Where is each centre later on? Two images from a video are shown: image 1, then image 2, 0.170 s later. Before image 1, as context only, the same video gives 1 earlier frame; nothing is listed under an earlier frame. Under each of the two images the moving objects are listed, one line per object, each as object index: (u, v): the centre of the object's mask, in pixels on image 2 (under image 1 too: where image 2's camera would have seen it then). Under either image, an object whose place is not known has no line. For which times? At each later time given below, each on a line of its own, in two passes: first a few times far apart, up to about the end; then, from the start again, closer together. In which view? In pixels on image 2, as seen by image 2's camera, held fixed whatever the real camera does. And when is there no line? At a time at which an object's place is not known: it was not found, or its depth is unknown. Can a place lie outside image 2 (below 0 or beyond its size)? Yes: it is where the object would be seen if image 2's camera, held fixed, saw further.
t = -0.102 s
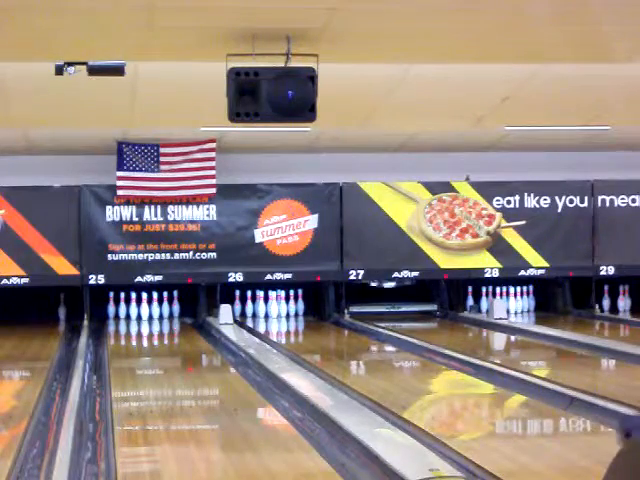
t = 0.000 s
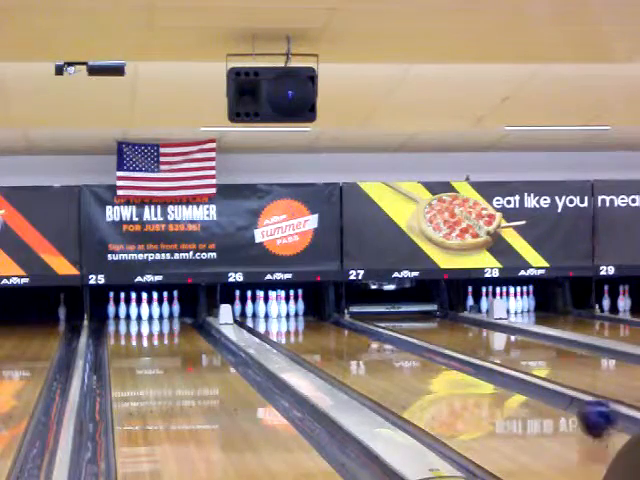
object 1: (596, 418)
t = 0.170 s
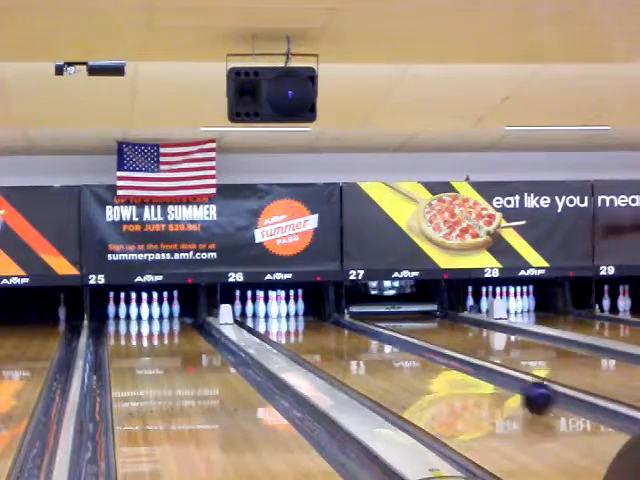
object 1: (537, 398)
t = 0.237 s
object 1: (517, 391)
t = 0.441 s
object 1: (467, 373)
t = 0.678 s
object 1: (421, 360)
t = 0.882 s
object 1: (391, 347)
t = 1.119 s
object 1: (359, 337)
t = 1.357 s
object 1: (334, 328)
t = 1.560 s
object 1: (316, 322)
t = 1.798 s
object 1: (297, 316)
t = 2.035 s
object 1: (282, 312)
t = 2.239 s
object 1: (274, 309)
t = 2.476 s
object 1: (271, 310)
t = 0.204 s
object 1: (527, 394)
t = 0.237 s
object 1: (517, 391)
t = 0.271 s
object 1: (508, 388)
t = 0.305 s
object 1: (499, 385)
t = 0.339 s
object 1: (491, 382)
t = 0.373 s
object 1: (482, 379)
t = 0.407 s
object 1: (474, 376)
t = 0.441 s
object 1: (467, 373)
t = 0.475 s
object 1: (459, 371)
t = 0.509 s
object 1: (452, 369)
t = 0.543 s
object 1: (445, 365)
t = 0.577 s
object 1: (439, 363)
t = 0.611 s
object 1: (433, 362)
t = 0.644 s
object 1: (427, 360)
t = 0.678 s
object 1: (421, 360)
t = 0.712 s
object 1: (416, 358)
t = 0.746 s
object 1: (409, 354)
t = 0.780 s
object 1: (404, 352)
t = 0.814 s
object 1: (400, 350)
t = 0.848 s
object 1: (396, 348)
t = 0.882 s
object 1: (391, 347)
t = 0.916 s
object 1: (386, 346)
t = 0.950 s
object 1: (380, 344)
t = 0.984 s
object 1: (376, 344)
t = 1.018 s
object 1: (371, 343)
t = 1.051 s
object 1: (367, 341)
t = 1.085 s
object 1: (363, 338)
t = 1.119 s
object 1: (359, 337)
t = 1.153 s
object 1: (355, 335)
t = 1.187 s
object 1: (352, 334)
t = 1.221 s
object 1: (348, 332)
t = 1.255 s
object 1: (344, 331)
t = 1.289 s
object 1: (340, 330)
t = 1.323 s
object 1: (337, 329)
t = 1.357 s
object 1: (334, 328)
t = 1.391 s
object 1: (331, 328)
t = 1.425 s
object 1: (327, 326)
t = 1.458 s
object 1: (325, 325)
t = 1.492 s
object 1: (323, 324)
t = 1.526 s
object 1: (320, 324)
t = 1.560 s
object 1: (316, 322)
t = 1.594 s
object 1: (314, 321)
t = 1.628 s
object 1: (312, 320)
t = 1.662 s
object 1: (309, 318)
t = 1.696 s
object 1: (307, 319)
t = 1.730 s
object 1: (303, 318)
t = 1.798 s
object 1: (297, 316)
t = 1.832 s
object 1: (295, 316)
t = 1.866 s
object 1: (293, 314)
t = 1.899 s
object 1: (291, 314)
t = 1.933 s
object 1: (289, 314)
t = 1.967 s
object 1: (286, 313)
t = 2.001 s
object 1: (284, 312)
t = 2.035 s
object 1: (282, 312)
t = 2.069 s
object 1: (281, 311)
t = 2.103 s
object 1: (279, 311)
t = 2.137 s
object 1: (278, 310)
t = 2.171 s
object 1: (277, 310)
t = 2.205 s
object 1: (277, 310)
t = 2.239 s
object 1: (274, 309)
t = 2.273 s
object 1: (272, 309)
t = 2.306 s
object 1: (272, 309)
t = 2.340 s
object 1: (270, 308)
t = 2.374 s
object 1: (269, 309)
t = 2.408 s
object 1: (267, 308)
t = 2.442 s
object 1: (268, 308)
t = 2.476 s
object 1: (271, 310)
